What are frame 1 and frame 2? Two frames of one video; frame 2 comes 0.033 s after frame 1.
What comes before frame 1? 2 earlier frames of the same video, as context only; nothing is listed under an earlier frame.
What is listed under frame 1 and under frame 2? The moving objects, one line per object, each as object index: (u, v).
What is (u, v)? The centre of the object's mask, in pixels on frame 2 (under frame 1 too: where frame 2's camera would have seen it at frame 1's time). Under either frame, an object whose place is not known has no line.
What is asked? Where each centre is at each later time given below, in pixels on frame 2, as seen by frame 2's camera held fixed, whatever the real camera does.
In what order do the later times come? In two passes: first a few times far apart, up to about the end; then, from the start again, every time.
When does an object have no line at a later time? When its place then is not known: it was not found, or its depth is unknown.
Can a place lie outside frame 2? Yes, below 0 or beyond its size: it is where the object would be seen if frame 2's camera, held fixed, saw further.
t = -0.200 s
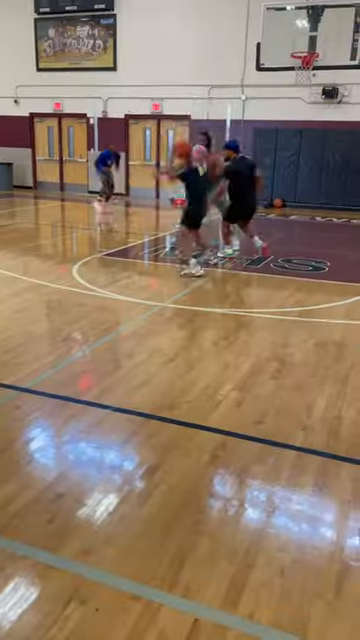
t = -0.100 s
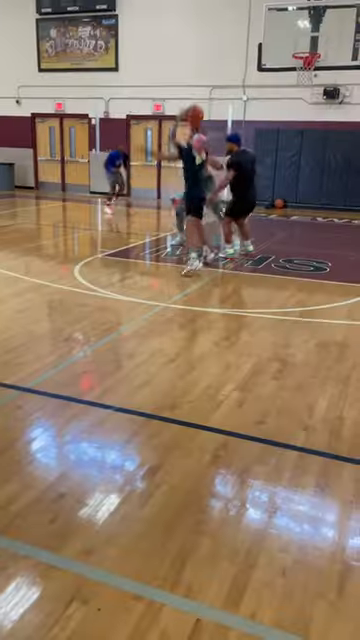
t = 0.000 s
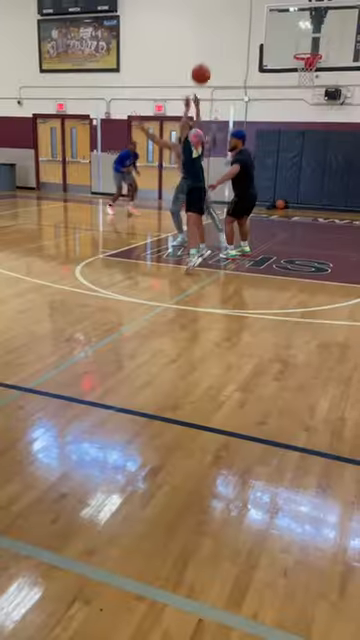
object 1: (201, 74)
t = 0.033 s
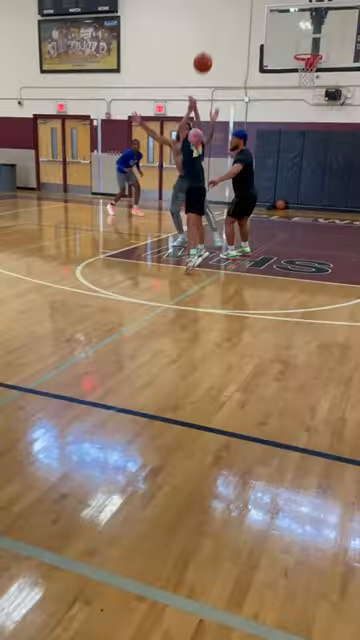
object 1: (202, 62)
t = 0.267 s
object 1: (210, 15)
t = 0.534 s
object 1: (216, 18)
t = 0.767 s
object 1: (217, 57)
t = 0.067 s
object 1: (204, 52)
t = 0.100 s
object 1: (205, 43)
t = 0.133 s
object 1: (206, 35)
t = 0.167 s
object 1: (207, 29)
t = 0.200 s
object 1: (209, 23)
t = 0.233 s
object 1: (210, 19)
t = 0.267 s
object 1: (210, 15)
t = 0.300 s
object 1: (211, 13)
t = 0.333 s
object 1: (212, 11)
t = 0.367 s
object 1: (213, 10)
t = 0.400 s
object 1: (213, 10)
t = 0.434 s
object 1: (214, 11)
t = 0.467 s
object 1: (215, 13)
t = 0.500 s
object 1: (215, 15)
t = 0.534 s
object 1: (216, 18)
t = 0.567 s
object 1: (216, 22)
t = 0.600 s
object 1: (216, 27)
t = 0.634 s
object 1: (216, 32)
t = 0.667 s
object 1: (217, 37)
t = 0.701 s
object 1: (217, 43)
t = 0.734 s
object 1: (217, 50)
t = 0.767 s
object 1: (217, 57)
